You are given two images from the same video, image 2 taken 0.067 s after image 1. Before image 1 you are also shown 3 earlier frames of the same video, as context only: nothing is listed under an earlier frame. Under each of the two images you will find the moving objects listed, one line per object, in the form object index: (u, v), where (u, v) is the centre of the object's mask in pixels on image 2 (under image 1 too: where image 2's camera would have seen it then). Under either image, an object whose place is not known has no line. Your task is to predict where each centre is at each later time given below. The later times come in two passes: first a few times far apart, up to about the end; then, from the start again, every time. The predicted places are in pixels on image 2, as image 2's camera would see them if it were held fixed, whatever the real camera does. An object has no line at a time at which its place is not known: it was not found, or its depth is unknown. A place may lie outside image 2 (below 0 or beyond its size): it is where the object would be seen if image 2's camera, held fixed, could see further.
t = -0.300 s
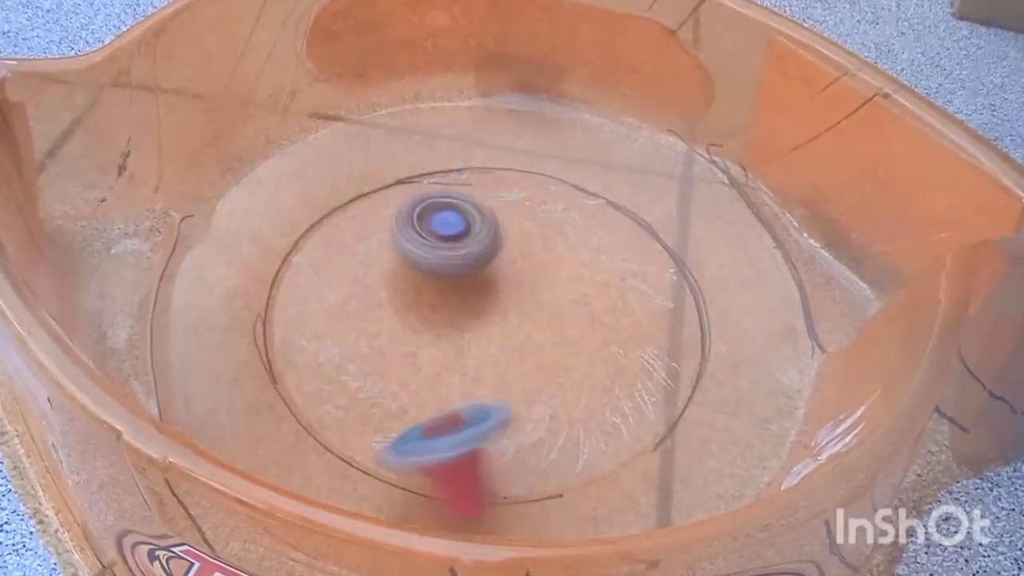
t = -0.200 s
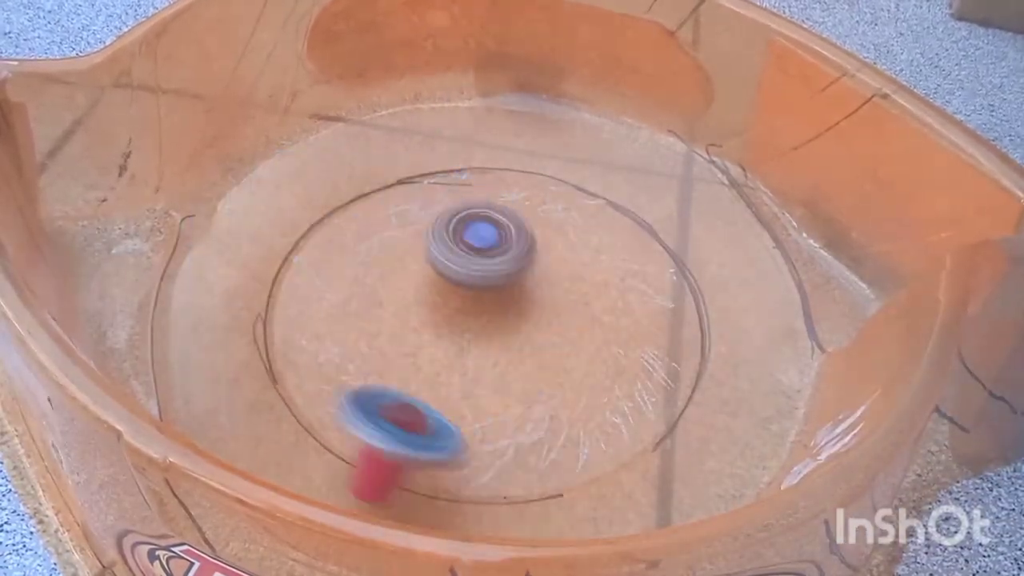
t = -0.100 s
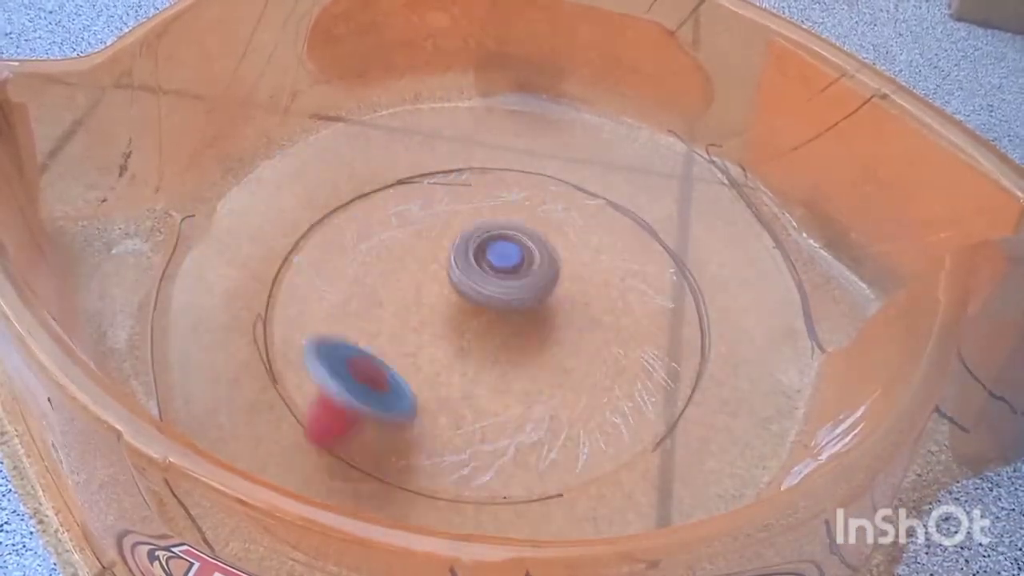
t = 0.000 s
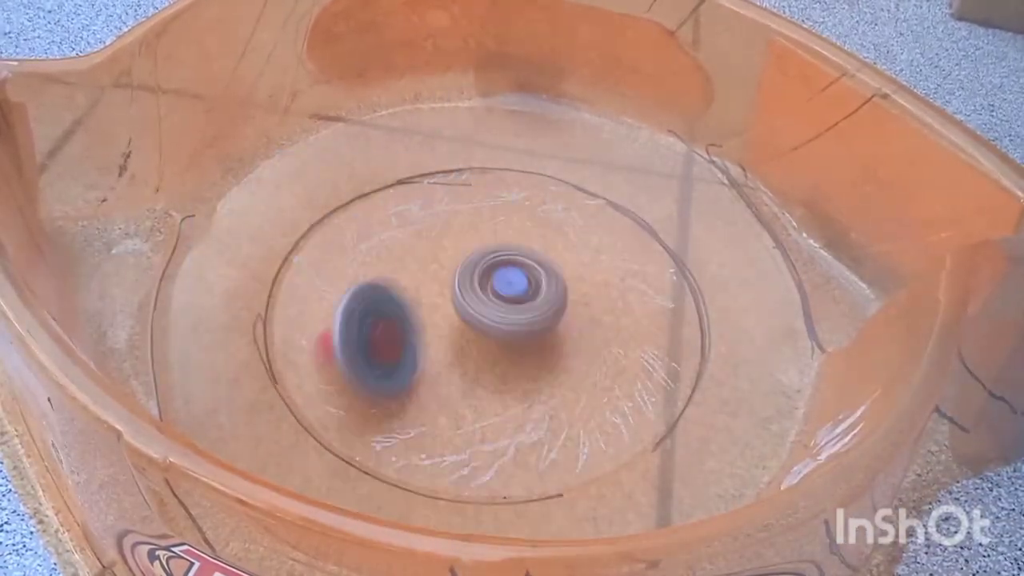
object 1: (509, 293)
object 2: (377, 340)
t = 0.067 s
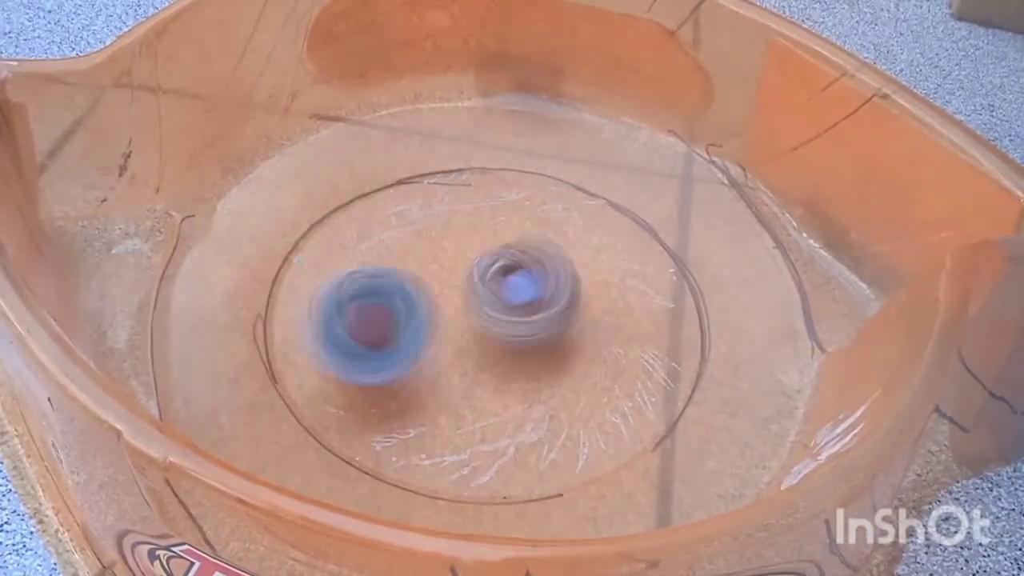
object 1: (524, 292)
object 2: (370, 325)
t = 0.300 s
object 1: (578, 251)
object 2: (317, 374)
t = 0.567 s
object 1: (548, 250)
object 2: (427, 350)
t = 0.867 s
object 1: (467, 263)
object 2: (533, 347)
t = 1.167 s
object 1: (417, 321)
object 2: (512, 354)
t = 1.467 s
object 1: (396, 373)
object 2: (568, 295)
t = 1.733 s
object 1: (399, 348)
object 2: (572, 300)
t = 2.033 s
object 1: (393, 289)
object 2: (554, 255)
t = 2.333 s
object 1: (362, 243)
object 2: (554, 257)
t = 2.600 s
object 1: (410, 259)
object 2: (496, 231)
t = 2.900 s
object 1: (455, 289)
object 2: (502, 211)
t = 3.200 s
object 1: (499, 279)
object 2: (454, 200)
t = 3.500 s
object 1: (512, 279)
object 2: (456, 170)
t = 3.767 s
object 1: (512, 294)
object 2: (430, 240)
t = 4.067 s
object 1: (537, 309)
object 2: (308, 242)
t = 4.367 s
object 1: (515, 325)
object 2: (383, 286)
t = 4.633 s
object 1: (526, 333)
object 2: (397, 363)
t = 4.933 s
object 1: (519, 317)
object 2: (424, 313)
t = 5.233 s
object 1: (501, 297)
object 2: (376, 301)
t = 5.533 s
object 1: (487, 286)
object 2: (296, 294)
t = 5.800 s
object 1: (495, 294)
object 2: (374, 303)
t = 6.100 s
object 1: (502, 297)
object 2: (379, 371)
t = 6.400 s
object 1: (494, 294)
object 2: (396, 356)
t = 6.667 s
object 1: (498, 296)
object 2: (377, 298)
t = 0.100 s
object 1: (542, 279)
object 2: (340, 337)
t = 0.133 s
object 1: (556, 270)
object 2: (306, 352)
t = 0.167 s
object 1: (563, 265)
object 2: (288, 355)
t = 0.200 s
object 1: (566, 262)
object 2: (277, 366)
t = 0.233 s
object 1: (570, 259)
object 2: (286, 374)
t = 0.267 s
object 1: (574, 255)
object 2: (300, 368)
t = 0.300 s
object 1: (578, 251)
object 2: (317, 374)
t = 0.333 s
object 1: (578, 250)
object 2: (333, 371)
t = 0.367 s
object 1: (578, 250)
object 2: (350, 369)
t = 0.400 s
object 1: (576, 250)
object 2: (363, 370)
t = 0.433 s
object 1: (574, 249)
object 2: (371, 370)
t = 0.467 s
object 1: (568, 249)
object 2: (381, 360)
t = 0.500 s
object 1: (563, 249)
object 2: (393, 351)
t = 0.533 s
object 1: (554, 249)
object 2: (411, 349)
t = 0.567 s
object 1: (548, 250)
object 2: (427, 350)
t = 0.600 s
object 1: (540, 249)
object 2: (441, 343)
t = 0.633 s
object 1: (531, 249)
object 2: (455, 340)
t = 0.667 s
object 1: (520, 250)
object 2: (469, 338)
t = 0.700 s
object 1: (513, 248)
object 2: (481, 337)
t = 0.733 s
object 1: (506, 249)
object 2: (492, 339)
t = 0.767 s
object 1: (492, 250)
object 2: (503, 340)
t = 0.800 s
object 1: (482, 254)
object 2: (515, 340)
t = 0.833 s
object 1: (474, 259)
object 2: (525, 341)
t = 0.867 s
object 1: (467, 263)
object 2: (533, 347)
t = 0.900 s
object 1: (461, 269)
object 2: (535, 352)
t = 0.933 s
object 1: (453, 275)
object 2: (533, 354)
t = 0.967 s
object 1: (446, 282)
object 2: (532, 356)
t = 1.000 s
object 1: (439, 289)
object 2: (531, 361)
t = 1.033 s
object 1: (435, 295)
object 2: (531, 362)
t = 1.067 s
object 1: (430, 300)
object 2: (529, 362)
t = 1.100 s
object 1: (425, 306)
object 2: (523, 360)
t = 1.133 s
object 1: (421, 312)
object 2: (516, 357)
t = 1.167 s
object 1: (417, 321)
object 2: (512, 354)
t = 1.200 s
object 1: (417, 331)
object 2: (512, 349)
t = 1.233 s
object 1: (421, 340)
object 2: (522, 343)
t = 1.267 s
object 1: (415, 350)
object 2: (534, 331)
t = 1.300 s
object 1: (410, 356)
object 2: (537, 323)
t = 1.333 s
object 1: (408, 360)
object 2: (542, 316)
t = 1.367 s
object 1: (404, 362)
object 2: (549, 311)
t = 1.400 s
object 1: (401, 367)
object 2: (556, 306)
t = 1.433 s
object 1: (399, 372)
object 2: (562, 300)
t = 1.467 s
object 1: (396, 373)
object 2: (568, 295)
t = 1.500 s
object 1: (394, 376)
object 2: (574, 294)
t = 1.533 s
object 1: (393, 375)
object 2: (578, 294)
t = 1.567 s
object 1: (391, 372)
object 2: (580, 294)
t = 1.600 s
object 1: (392, 370)
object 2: (579, 294)
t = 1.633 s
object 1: (394, 366)
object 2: (577, 294)
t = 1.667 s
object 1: (396, 358)
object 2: (575, 298)
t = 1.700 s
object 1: (397, 353)
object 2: (574, 300)
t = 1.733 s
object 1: (399, 348)
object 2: (572, 300)
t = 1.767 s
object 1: (401, 343)
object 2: (569, 298)
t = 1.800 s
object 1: (404, 334)
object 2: (564, 295)
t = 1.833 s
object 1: (403, 326)
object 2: (558, 290)
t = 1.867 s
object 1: (404, 318)
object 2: (554, 285)
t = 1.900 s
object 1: (403, 313)
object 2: (552, 280)
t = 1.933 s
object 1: (401, 308)
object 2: (551, 273)
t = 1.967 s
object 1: (400, 302)
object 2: (550, 266)
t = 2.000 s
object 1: (398, 296)
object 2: (550, 260)
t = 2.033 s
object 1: (393, 289)
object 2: (554, 255)
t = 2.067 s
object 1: (386, 282)
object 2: (557, 253)
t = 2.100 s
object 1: (381, 276)
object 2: (559, 252)
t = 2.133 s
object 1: (377, 271)
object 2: (561, 252)
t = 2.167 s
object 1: (372, 266)
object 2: (561, 252)
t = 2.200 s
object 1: (368, 260)
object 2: (560, 251)
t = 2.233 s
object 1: (363, 255)
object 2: (561, 252)
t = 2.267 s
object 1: (361, 250)
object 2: (561, 254)
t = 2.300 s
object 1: (359, 246)
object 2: (559, 255)
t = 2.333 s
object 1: (362, 243)
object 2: (554, 257)
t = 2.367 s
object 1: (365, 239)
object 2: (547, 256)
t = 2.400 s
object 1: (369, 239)
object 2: (540, 255)
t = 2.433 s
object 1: (376, 240)
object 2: (531, 254)
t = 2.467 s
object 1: (383, 242)
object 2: (523, 252)
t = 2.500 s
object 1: (391, 245)
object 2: (516, 249)
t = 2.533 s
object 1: (397, 250)
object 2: (508, 244)
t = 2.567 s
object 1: (405, 255)
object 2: (500, 237)
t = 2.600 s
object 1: (410, 259)
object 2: (496, 231)
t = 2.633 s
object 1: (413, 265)
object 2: (496, 226)
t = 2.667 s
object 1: (420, 273)
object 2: (499, 222)
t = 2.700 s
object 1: (425, 279)
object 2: (503, 218)
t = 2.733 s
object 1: (431, 284)
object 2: (504, 215)
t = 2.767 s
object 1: (435, 288)
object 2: (504, 211)
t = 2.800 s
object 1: (439, 289)
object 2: (504, 208)
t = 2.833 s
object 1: (444, 291)
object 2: (504, 207)
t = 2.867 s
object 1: (448, 291)
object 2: (504, 209)
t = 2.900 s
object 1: (455, 289)
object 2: (502, 211)
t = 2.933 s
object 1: (461, 288)
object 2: (498, 213)
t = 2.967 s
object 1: (467, 286)
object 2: (492, 213)
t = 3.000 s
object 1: (476, 285)
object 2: (487, 210)
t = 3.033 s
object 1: (482, 285)
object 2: (482, 208)
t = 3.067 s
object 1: (485, 287)
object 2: (474, 208)
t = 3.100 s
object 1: (489, 287)
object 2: (467, 207)
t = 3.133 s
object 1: (493, 283)
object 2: (459, 204)
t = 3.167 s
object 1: (497, 281)
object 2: (455, 202)
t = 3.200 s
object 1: (499, 279)
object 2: (454, 200)
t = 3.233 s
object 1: (502, 277)
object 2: (454, 197)
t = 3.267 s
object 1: (507, 279)
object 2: (451, 188)
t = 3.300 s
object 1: (510, 280)
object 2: (447, 180)
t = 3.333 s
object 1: (515, 280)
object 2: (449, 175)
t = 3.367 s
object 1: (517, 279)
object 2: (452, 167)
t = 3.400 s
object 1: (515, 278)
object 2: (453, 163)
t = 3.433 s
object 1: (514, 278)
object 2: (454, 163)
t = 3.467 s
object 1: (512, 279)
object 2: (455, 166)
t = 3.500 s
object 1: (512, 279)
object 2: (456, 170)
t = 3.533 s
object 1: (512, 282)
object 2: (461, 174)
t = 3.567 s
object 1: (513, 284)
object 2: (467, 182)
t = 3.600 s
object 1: (513, 285)
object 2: (469, 188)
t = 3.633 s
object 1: (513, 287)
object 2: (465, 196)
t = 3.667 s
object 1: (512, 287)
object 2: (457, 206)
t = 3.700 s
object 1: (512, 290)
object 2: (448, 217)
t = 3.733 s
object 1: (511, 291)
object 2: (440, 230)
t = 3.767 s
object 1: (512, 294)
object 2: (430, 240)
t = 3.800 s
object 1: (514, 297)
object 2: (414, 245)
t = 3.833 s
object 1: (518, 300)
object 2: (397, 249)
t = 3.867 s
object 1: (521, 303)
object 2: (381, 252)
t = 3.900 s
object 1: (528, 306)
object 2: (363, 255)
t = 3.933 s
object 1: (530, 308)
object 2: (347, 255)
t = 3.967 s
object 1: (534, 308)
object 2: (333, 253)
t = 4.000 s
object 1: (535, 310)
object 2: (322, 249)
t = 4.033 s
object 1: (536, 310)
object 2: (314, 245)
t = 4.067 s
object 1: (537, 309)
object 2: (308, 242)
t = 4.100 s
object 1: (534, 309)
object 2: (309, 241)
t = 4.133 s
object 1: (532, 311)
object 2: (313, 242)
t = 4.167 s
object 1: (529, 312)
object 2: (321, 246)
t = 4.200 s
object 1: (527, 314)
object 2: (329, 251)
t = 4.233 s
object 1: (525, 314)
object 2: (336, 255)
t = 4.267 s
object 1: (523, 319)
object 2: (347, 259)
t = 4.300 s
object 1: (519, 321)
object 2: (362, 265)
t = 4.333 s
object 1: (517, 324)
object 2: (374, 274)
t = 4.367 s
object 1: (515, 325)
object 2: (383, 286)
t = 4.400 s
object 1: (513, 329)
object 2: (391, 297)
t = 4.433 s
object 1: (512, 329)
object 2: (399, 309)
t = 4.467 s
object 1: (512, 332)
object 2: (406, 321)
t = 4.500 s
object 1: (515, 335)
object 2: (412, 334)
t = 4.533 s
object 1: (517, 336)
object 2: (412, 346)
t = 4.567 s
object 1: (522, 337)
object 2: (407, 355)
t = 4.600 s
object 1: (525, 338)
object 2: (401, 362)
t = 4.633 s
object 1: (526, 333)
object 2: (397, 363)
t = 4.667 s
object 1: (528, 334)
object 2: (393, 363)
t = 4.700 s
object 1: (528, 335)
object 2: (389, 358)
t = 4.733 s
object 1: (528, 333)
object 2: (386, 351)
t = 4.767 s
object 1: (528, 332)
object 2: (386, 342)
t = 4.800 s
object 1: (525, 333)
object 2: (387, 337)
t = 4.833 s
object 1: (521, 328)
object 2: (395, 331)
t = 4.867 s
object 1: (519, 322)
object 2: (404, 325)
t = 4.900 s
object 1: (522, 319)
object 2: (413, 319)
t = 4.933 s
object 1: (519, 317)
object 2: (424, 313)
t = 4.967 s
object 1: (519, 313)
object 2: (430, 309)
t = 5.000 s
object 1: (520, 308)
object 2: (428, 306)
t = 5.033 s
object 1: (520, 303)
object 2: (423, 304)
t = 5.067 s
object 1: (517, 301)
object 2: (418, 303)
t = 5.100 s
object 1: (512, 301)
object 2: (417, 305)
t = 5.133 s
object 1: (508, 299)
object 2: (415, 308)
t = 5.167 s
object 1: (505, 297)
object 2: (406, 309)
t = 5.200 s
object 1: (503, 297)
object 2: (391, 309)
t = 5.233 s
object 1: (501, 297)
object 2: (376, 301)
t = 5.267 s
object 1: (498, 296)
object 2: (362, 295)
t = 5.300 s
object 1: (496, 294)
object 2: (349, 290)
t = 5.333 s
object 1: (493, 293)
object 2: (336, 287)
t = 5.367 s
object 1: (492, 291)
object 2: (324, 287)
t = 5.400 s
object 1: (490, 289)
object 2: (311, 288)
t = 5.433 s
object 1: (488, 288)
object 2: (302, 290)
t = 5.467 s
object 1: (487, 286)
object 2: (298, 293)
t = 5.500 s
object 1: (487, 285)
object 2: (296, 294)
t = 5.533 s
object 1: (487, 286)
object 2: (296, 294)
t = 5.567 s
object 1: (488, 287)
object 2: (298, 293)
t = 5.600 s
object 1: (489, 289)
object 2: (303, 290)
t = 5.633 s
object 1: (490, 290)
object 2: (311, 288)
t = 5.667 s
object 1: (491, 291)
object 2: (323, 287)
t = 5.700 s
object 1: (492, 292)
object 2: (336, 287)
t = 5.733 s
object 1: (493, 292)
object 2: (349, 289)
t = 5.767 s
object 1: (494, 293)
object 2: (363, 296)
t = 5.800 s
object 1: (495, 294)
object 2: (374, 303)
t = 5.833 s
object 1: (496, 295)
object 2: (383, 311)
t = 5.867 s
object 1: (498, 296)
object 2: (393, 320)
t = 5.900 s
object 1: (499, 296)
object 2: (399, 329)
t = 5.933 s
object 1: (500, 296)
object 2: (400, 338)
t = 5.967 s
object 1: (501, 297)
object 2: (399, 349)
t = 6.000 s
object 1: (502, 297)
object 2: (396, 357)
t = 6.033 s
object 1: (502, 297)
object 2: (390, 363)
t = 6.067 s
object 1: (502, 297)
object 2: (384, 368)
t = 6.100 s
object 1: (502, 297)
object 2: (379, 371)
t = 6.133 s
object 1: (502, 297)
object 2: (375, 373)
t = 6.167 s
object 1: (501, 297)
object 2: (373, 374)
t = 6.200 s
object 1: (501, 296)
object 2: (372, 374)
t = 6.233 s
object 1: (500, 296)
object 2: (373, 374)
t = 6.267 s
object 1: (499, 296)
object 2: (375, 373)
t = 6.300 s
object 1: (498, 296)
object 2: (379, 371)
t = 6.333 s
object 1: (497, 295)
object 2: (385, 368)
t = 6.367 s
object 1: (495, 294)
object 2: (391, 362)
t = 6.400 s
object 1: (494, 294)
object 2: (396, 356)
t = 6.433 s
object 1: (494, 293)
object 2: (401, 350)
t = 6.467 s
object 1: (494, 293)
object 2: (402, 341)
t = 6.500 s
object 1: (494, 294)
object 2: (402, 333)
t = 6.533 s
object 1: (495, 295)
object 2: (400, 326)
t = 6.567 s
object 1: (496, 295)
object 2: (396, 319)
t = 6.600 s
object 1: (497, 295)
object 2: (390, 311)
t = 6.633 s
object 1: (498, 296)
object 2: (383, 304)
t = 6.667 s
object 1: (498, 296)
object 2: (377, 298)
